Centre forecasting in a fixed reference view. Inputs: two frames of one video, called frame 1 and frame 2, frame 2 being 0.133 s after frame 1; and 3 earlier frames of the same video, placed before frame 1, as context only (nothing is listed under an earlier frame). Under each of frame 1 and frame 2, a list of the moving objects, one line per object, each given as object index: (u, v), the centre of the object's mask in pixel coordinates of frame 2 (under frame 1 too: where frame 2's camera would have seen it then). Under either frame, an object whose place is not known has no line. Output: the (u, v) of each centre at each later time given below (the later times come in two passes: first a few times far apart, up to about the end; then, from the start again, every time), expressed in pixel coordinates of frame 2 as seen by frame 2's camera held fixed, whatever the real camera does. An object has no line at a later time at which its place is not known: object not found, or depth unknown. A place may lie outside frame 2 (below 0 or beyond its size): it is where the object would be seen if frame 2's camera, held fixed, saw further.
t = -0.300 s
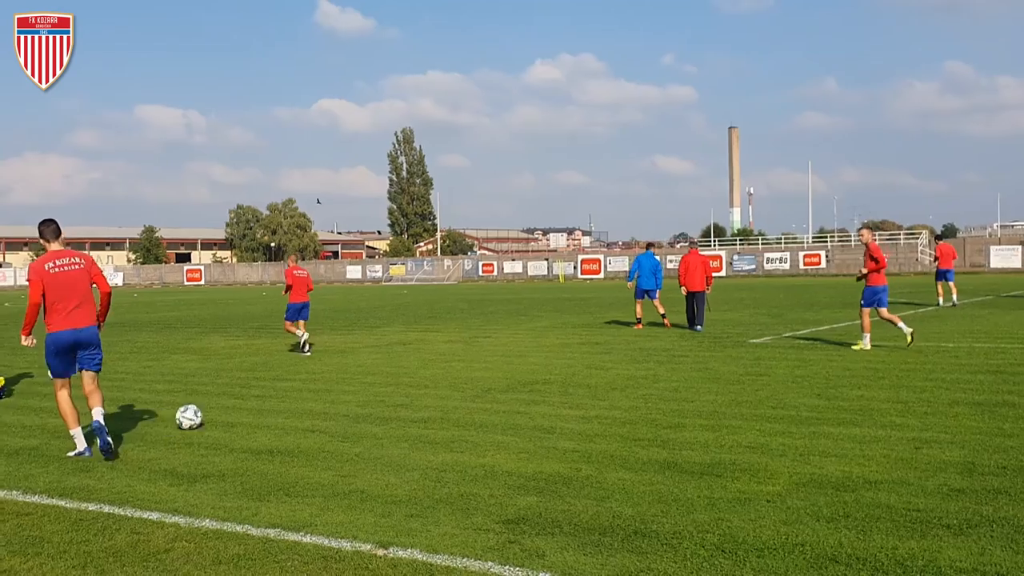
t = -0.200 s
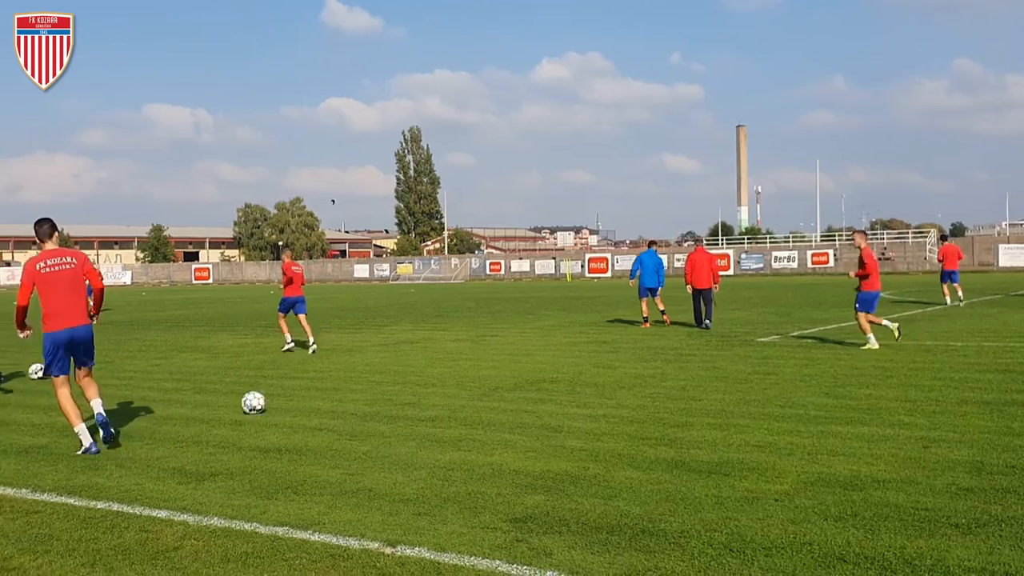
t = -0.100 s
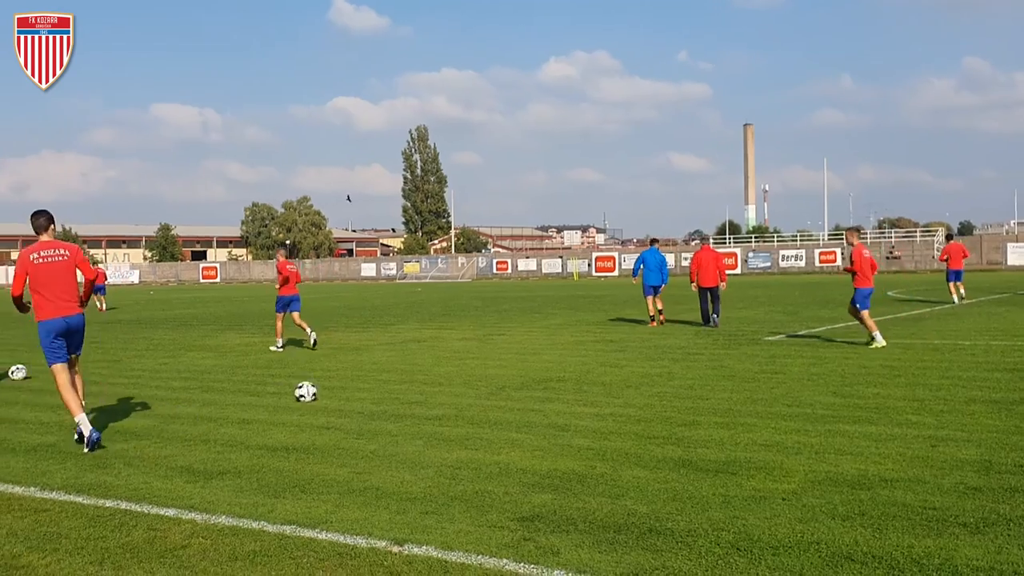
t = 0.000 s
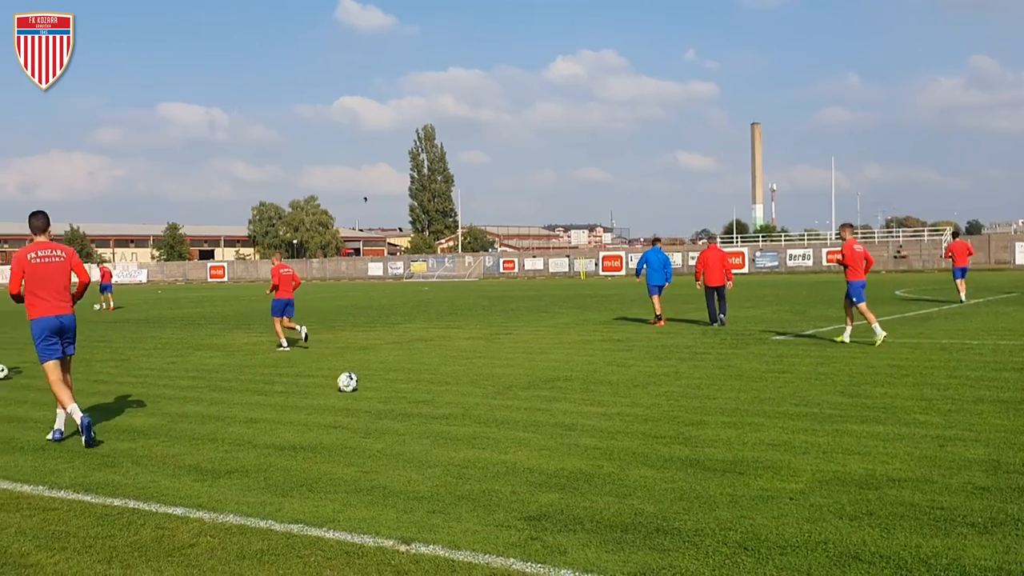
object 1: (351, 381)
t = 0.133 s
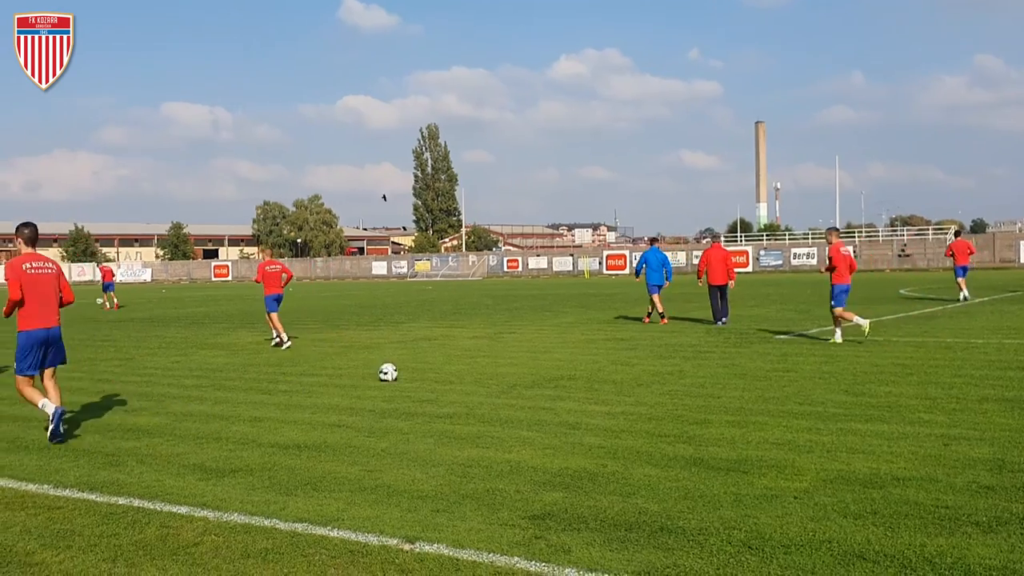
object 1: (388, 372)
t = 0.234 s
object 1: (409, 367)
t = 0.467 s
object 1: (445, 357)
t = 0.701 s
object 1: (472, 349)
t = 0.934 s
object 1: (495, 344)
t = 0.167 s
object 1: (395, 370)
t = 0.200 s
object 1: (402, 368)
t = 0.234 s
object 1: (409, 367)
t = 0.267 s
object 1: (416, 366)
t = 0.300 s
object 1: (421, 364)
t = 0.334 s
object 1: (426, 362)
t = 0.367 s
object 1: (431, 360)
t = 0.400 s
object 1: (436, 359)
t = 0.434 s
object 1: (440, 358)
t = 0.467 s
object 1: (445, 357)
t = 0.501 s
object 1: (449, 356)
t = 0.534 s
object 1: (452, 354)
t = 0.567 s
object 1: (457, 353)
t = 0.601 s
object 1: (461, 352)
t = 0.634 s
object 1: (464, 351)
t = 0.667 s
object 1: (468, 351)
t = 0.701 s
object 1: (472, 349)
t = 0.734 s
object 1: (475, 349)
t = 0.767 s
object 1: (479, 348)
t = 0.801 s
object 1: (482, 347)
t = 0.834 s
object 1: (485, 346)
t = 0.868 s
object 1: (488, 346)
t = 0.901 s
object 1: (491, 345)
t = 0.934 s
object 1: (495, 344)
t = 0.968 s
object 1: (498, 344)
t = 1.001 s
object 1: (501, 343)
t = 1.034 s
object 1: (504, 342)
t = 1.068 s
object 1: (507, 341)
